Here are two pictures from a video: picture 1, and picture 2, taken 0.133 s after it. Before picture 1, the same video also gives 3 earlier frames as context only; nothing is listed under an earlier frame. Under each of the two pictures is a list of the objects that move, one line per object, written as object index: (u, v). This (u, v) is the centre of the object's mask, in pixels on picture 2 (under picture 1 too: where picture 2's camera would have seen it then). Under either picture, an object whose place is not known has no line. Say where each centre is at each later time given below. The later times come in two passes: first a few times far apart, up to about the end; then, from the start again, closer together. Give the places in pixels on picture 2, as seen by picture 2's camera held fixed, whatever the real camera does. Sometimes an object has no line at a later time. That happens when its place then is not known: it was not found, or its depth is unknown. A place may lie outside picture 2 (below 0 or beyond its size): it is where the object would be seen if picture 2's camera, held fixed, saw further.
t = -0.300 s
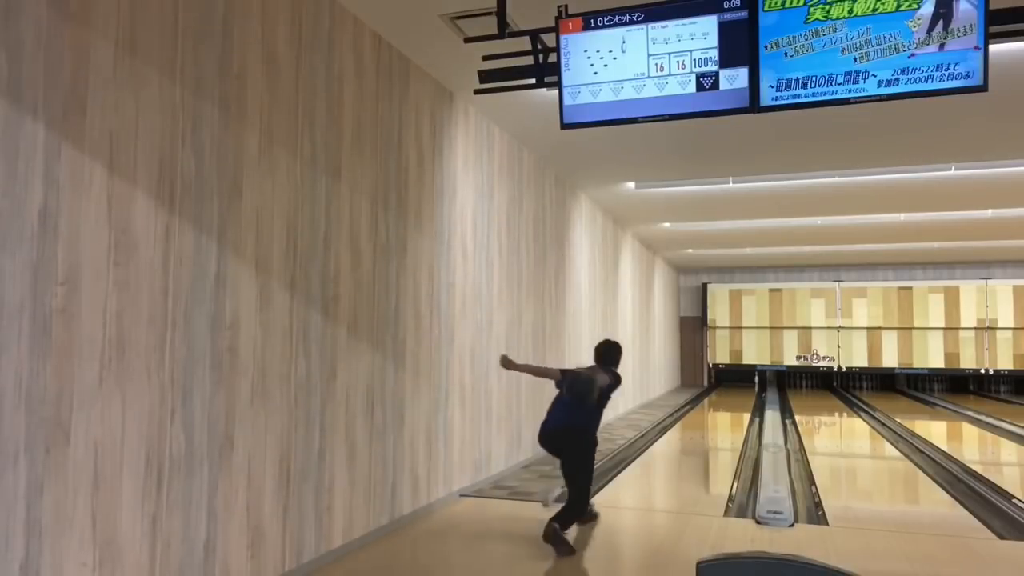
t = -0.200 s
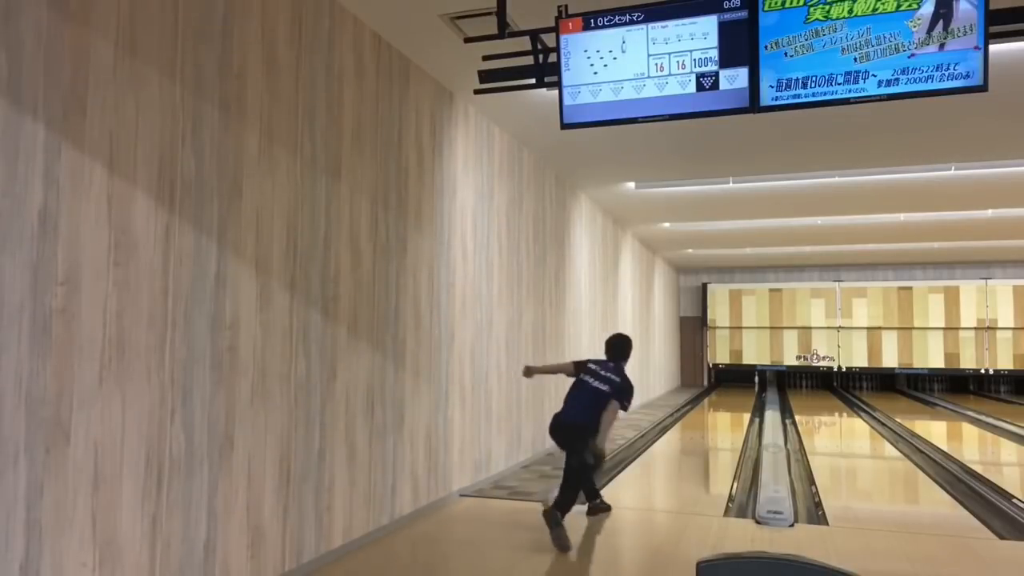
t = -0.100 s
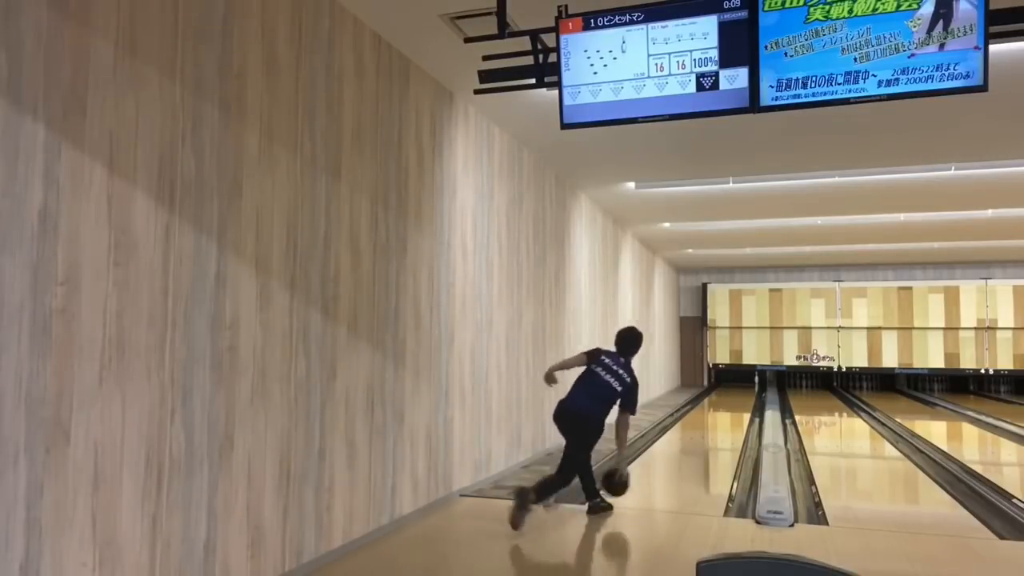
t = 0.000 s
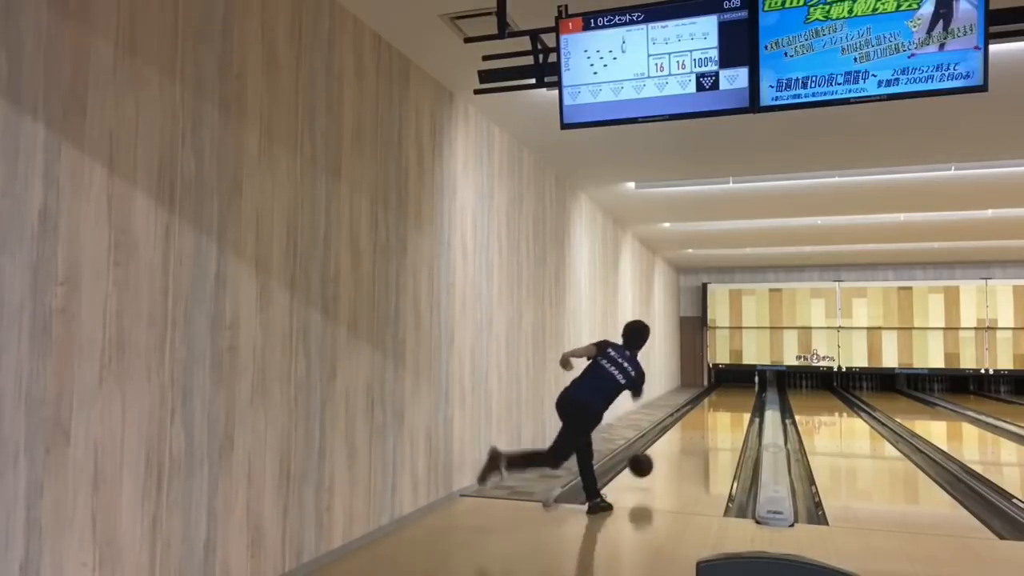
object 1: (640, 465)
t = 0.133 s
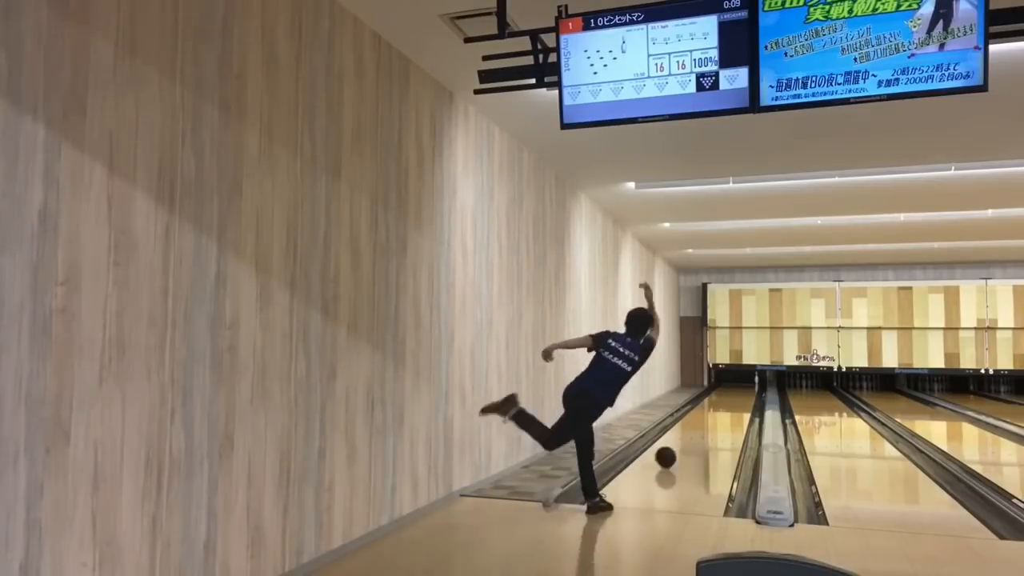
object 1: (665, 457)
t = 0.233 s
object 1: (680, 445)
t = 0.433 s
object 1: (700, 428)
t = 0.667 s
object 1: (717, 414)
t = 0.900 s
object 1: (729, 404)
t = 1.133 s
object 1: (738, 397)
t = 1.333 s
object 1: (744, 391)
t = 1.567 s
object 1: (749, 389)
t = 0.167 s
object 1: (670, 452)
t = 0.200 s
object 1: (675, 449)
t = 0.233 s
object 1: (680, 445)
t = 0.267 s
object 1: (683, 442)
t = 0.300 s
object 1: (688, 439)
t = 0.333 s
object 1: (691, 436)
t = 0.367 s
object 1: (694, 433)
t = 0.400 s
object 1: (697, 431)
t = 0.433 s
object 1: (700, 428)
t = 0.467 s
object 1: (703, 426)
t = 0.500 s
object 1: (706, 424)
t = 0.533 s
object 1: (708, 422)
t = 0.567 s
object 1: (711, 420)
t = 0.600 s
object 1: (713, 417)
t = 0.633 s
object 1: (715, 415)
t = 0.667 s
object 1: (717, 414)
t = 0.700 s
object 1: (719, 412)
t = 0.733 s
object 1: (721, 411)
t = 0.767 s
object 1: (723, 409)
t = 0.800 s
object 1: (724, 408)
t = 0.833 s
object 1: (726, 407)
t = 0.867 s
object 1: (728, 405)
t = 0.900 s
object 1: (729, 404)
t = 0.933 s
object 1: (731, 403)
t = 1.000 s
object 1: (733, 401)
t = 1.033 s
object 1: (734, 400)
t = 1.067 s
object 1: (736, 399)
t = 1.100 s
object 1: (737, 398)
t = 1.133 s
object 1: (738, 397)
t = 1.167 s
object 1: (738, 396)
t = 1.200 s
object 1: (740, 395)
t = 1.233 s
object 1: (740, 394)
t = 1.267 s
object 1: (741, 394)
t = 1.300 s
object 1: (742, 393)
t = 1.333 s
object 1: (744, 391)
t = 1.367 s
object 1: (745, 391)
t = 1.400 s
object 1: (745, 390)
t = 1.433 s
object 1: (746, 390)
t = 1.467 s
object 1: (746, 389)
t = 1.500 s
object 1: (748, 389)
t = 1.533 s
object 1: (748, 389)
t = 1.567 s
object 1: (749, 389)
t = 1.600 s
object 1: (750, 389)
